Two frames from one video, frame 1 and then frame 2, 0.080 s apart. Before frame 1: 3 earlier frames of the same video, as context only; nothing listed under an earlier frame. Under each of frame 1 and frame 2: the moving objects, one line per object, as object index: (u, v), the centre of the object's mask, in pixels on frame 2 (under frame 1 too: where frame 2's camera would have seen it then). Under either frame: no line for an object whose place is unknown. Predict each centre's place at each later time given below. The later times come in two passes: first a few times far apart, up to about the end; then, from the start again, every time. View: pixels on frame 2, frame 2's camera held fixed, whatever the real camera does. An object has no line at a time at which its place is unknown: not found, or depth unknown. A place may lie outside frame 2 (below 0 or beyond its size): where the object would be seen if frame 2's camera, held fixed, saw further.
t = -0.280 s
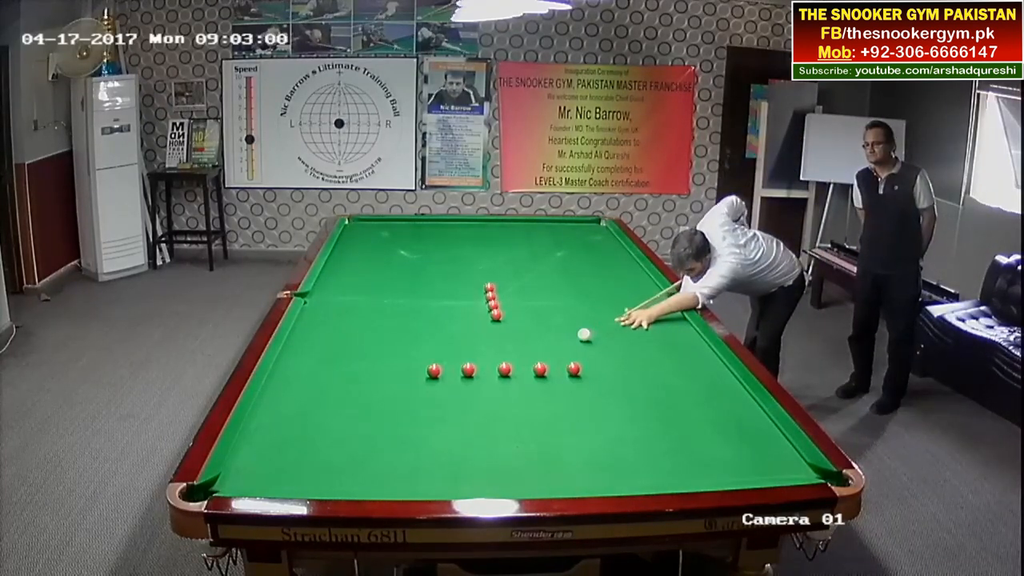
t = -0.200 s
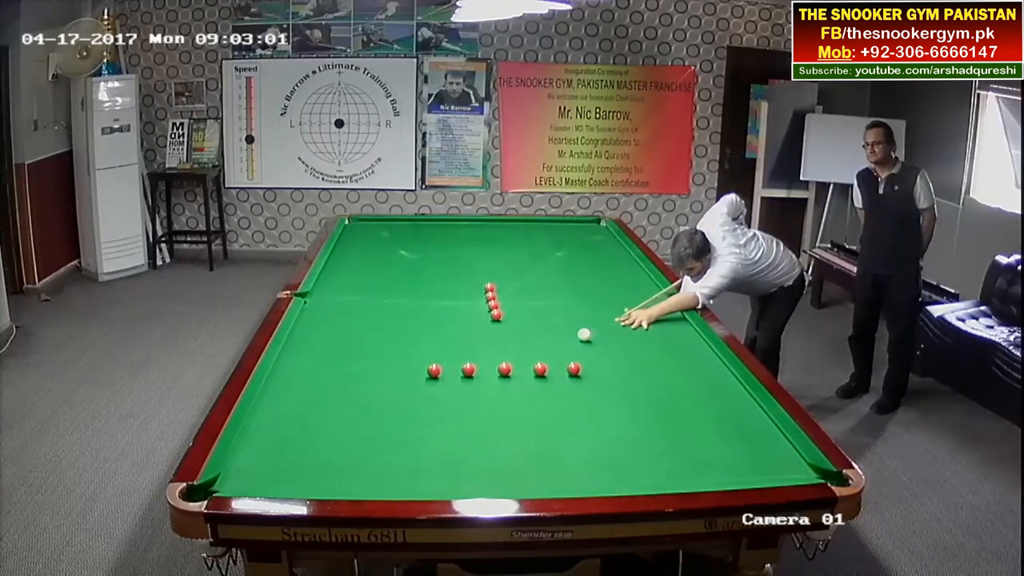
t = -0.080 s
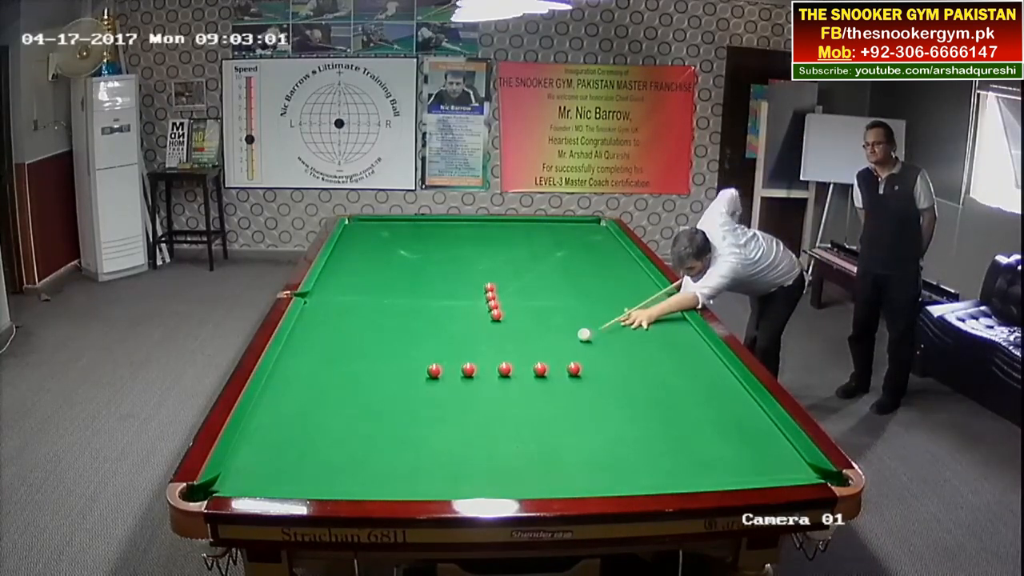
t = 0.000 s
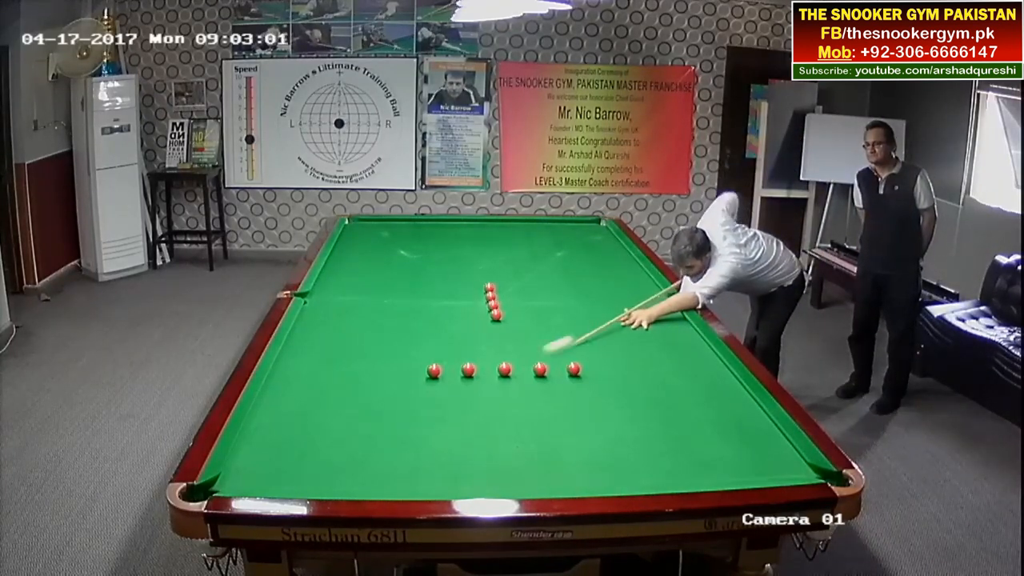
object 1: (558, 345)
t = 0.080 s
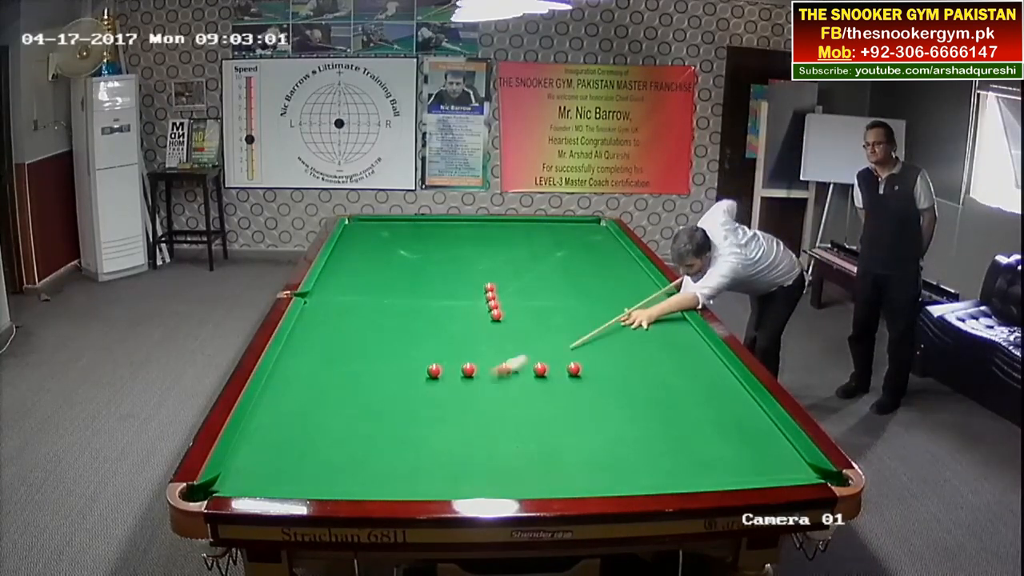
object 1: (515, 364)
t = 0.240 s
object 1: (515, 364)
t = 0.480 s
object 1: (527, 357)
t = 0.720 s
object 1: (539, 351)
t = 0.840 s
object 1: (544, 349)
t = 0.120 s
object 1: (513, 365)
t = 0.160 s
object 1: (513, 365)
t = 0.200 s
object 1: (513, 365)
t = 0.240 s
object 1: (515, 364)
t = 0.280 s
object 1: (517, 363)
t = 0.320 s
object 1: (519, 361)
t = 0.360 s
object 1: (521, 360)
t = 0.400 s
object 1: (523, 359)
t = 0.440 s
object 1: (525, 358)
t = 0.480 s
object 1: (527, 357)
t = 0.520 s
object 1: (529, 356)
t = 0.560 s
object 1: (531, 355)
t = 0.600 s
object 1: (533, 354)
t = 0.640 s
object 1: (535, 353)
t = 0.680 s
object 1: (537, 352)
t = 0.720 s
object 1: (539, 351)
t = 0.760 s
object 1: (540, 350)
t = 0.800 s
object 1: (542, 350)
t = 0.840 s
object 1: (544, 349)
